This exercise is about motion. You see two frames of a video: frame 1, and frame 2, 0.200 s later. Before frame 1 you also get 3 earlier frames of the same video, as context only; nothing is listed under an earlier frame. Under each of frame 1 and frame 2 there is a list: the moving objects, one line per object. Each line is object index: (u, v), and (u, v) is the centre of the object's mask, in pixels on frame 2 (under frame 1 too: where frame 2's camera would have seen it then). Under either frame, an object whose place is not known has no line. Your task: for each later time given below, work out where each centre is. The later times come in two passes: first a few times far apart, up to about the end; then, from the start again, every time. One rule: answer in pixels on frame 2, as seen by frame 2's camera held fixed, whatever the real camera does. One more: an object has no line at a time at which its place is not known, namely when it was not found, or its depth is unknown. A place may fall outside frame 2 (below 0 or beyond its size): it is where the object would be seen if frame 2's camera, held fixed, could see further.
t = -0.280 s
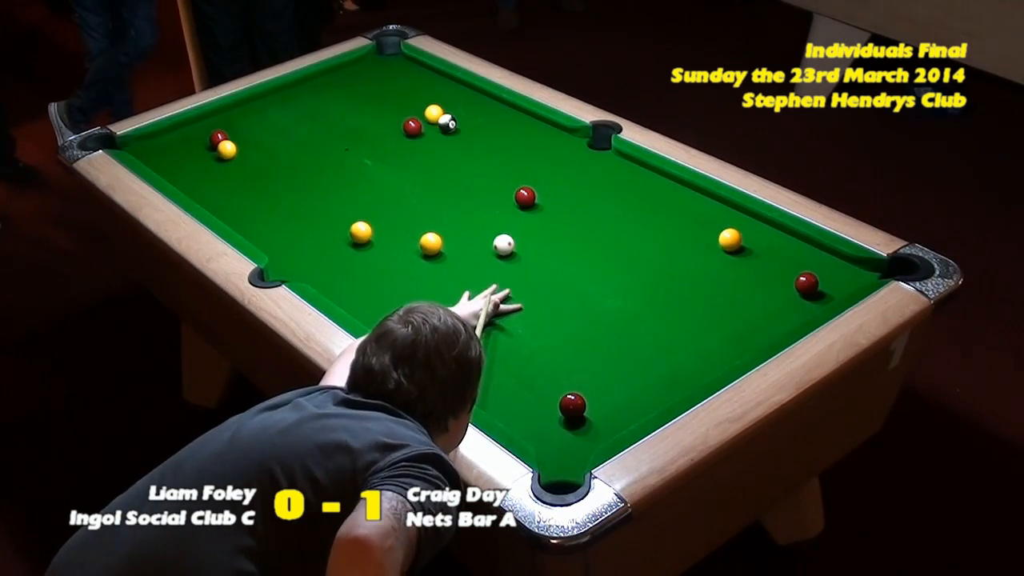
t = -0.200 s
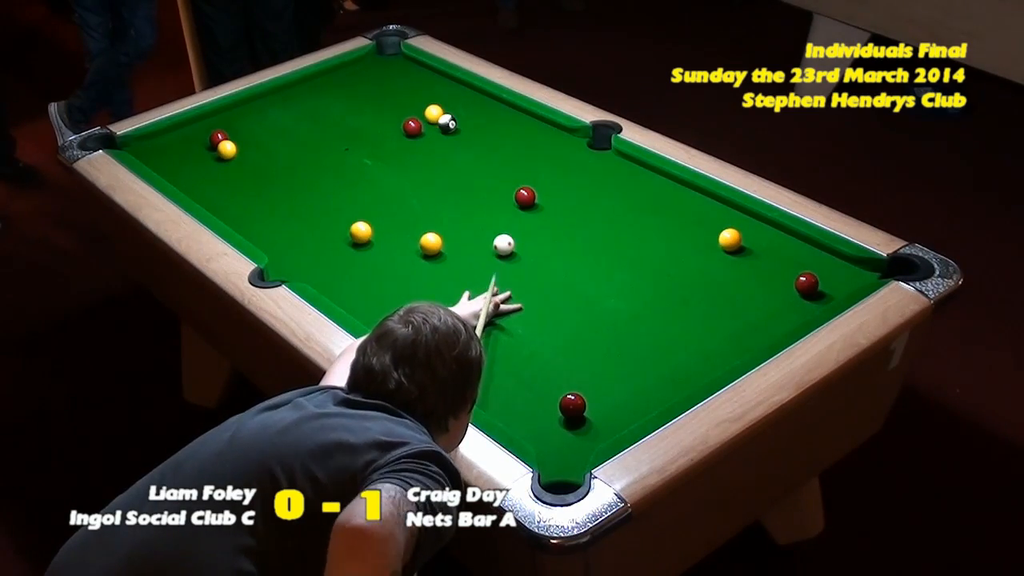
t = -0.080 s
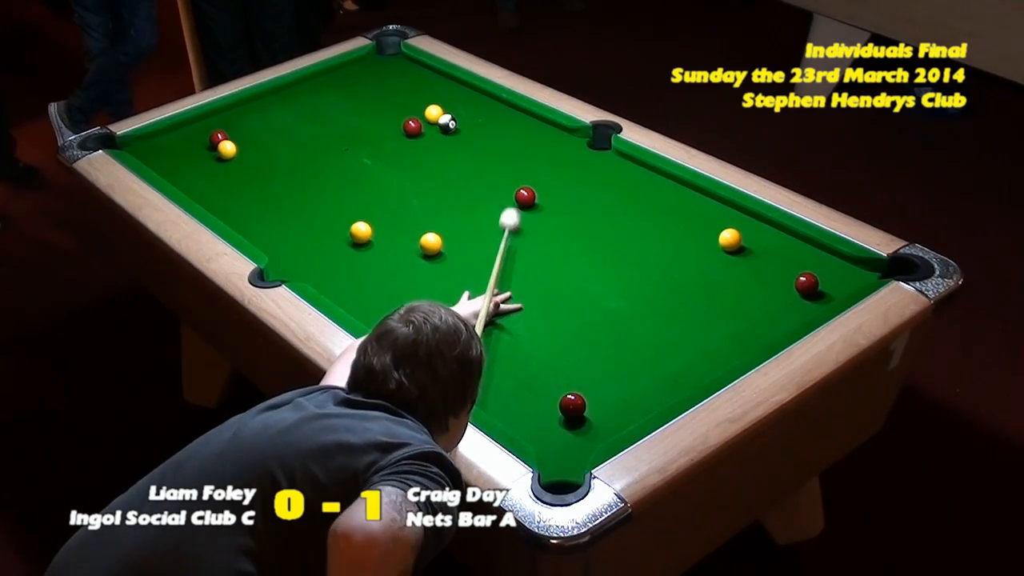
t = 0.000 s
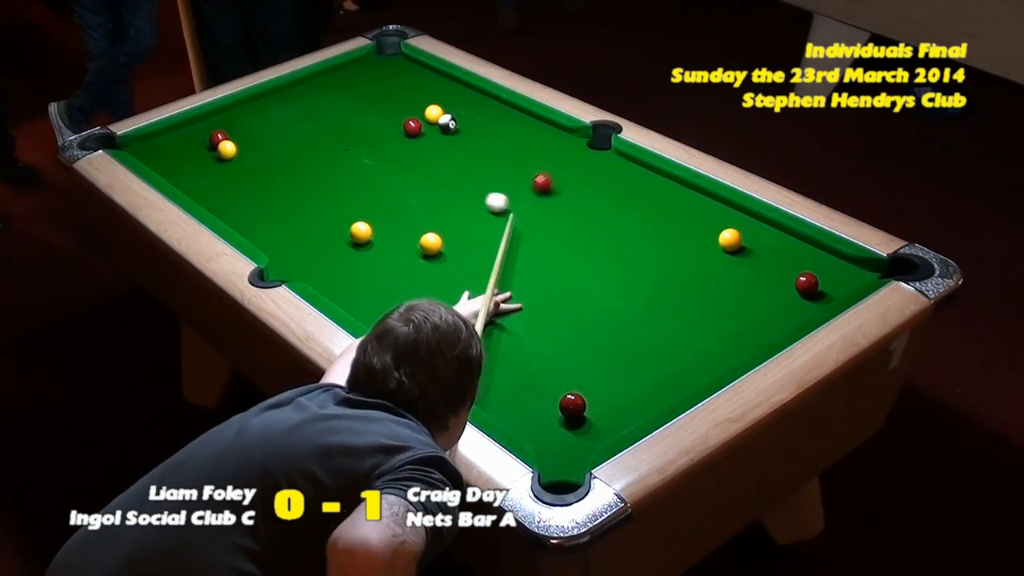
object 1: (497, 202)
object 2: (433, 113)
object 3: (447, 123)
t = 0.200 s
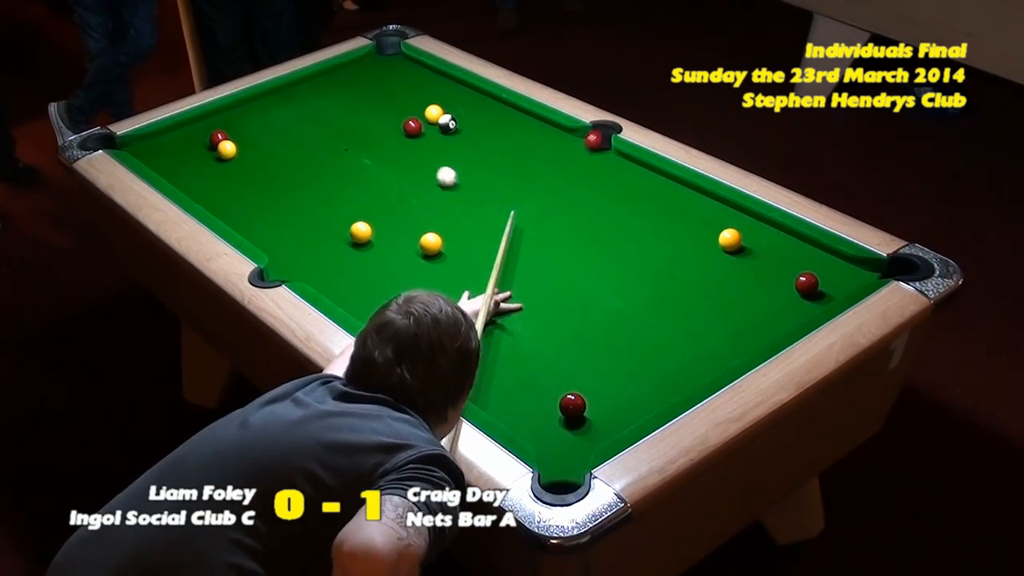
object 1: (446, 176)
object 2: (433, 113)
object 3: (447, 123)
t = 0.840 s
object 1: (334, 97)
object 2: (433, 113)
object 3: (447, 123)
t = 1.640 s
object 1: (392, 111)
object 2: (433, 113)
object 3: (447, 123)
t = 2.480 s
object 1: (431, 134)
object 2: (468, 105)
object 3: (456, 123)
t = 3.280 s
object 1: (435, 143)
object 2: (489, 99)
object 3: (459, 123)
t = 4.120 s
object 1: (436, 144)
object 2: (490, 98)
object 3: (460, 123)
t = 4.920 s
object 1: (436, 144)
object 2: (490, 98)
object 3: (459, 123)
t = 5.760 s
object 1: (436, 144)
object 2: (489, 98)
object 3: (459, 123)
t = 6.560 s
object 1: (436, 144)
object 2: (489, 98)
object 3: (459, 123)
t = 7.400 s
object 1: (436, 144)
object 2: (489, 98)
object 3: (459, 123)
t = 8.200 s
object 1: (436, 144)
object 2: (489, 98)
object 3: (459, 123)
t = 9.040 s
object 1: (436, 144)
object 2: (489, 98)
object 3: (459, 123)
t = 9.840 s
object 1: (436, 144)
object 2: (489, 98)
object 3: (459, 123)
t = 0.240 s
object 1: (438, 170)
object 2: (433, 113)
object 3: (447, 123)
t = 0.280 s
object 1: (430, 165)
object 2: (433, 113)
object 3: (447, 123)
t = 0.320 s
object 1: (422, 159)
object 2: (433, 113)
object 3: (447, 123)
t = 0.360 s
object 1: (414, 154)
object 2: (433, 113)
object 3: (447, 123)
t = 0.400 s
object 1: (407, 149)
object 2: (433, 113)
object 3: (447, 123)
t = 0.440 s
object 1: (399, 143)
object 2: (433, 113)
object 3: (447, 123)
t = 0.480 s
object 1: (392, 138)
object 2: (433, 113)
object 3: (447, 123)
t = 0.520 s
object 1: (385, 133)
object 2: (433, 113)
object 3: (447, 123)
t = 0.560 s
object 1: (378, 128)
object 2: (433, 113)
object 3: (447, 123)
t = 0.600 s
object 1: (372, 123)
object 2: (433, 113)
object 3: (447, 123)
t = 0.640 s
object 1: (365, 119)
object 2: (433, 113)
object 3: (447, 123)
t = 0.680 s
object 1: (359, 114)
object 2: (433, 113)
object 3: (447, 123)
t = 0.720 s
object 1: (352, 110)
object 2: (433, 113)
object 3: (447, 123)
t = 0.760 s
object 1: (346, 106)
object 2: (433, 113)
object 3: (447, 123)
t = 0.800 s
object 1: (340, 101)
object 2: (433, 113)
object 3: (447, 123)
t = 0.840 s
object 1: (334, 97)
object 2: (433, 113)
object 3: (447, 123)
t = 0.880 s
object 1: (328, 93)
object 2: (433, 113)
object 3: (447, 123)
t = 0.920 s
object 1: (322, 88)
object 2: (433, 113)
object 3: (447, 123)
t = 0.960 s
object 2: (433, 113)
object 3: (447, 123)
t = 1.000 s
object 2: (433, 113)
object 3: (447, 123)
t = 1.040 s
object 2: (433, 113)
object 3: (447, 123)
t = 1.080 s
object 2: (433, 113)
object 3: (447, 123)
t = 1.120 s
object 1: (324, 84)
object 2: (433, 113)
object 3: (447, 123)
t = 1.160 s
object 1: (326, 86)
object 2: (433, 113)
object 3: (447, 123)
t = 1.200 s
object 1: (332, 88)
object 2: (433, 113)
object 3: (447, 123)
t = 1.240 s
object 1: (337, 90)
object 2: (433, 113)
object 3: (447, 123)
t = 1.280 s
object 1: (343, 92)
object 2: (433, 113)
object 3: (447, 123)
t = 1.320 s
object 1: (348, 94)
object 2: (433, 113)
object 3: (447, 123)
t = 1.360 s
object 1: (354, 96)
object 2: (433, 113)
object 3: (447, 123)
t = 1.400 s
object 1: (359, 98)
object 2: (433, 113)
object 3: (447, 123)
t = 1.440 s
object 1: (365, 101)
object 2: (433, 113)
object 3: (447, 123)
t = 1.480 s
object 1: (370, 103)
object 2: (433, 113)
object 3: (447, 123)
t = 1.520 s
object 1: (375, 105)
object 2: (433, 113)
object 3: (447, 123)
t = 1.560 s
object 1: (381, 107)
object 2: (433, 113)
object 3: (447, 123)
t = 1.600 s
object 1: (387, 109)
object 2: (433, 113)
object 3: (447, 123)
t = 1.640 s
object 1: (392, 111)
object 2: (433, 113)
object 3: (447, 123)
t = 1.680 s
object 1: (397, 113)
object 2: (433, 113)
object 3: (447, 123)
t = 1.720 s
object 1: (402, 114)
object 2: (433, 113)
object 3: (447, 123)
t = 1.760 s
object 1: (408, 114)
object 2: (433, 113)
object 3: (447, 123)
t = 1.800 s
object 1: (415, 116)
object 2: (433, 113)
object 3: (447, 123)
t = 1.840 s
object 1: (419, 118)
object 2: (434, 112)
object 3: (447, 123)
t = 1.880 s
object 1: (421, 119)
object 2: (437, 112)
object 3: (447, 123)
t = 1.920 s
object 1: (423, 121)
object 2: (439, 110)
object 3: (447, 123)
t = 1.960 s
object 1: (424, 122)
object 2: (441, 110)
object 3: (447, 123)
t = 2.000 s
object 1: (426, 123)
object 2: (444, 109)
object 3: (447, 123)
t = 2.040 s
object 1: (428, 124)
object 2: (447, 108)
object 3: (446, 123)
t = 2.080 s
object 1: (429, 126)
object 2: (449, 108)
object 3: (447, 123)
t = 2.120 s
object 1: (429, 127)
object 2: (451, 108)
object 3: (449, 123)
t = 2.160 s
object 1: (429, 127)
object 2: (453, 107)
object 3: (450, 123)
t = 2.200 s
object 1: (429, 129)
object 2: (455, 107)
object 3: (451, 123)
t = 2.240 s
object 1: (430, 129)
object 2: (458, 107)
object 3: (452, 123)
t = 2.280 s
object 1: (430, 130)
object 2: (459, 106)
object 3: (452, 123)
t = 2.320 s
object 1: (430, 131)
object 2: (461, 106)
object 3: (453, 123)
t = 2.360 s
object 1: (430, 132)
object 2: (463, 106)
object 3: (454, 123)
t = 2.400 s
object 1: (431, 133)
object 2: (464, 106)
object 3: (455, 123)
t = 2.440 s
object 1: (431, 134)
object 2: (466, 105)
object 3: (455, 123)
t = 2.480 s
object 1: (431, 134)
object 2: (468, 105)
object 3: (456, 123)
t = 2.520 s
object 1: (432, 135)
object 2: (469, 104)
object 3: (457, 123)
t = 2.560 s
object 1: (432, 136)
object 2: (471, 104)
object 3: (457, 123)
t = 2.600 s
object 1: (432, 136)
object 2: (472, 104)
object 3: (458, 123)
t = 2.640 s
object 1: (432, 137)
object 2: (474, 103)
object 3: (458, 123)
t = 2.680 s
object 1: (432, 138)
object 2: (475, 103)
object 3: (458, 123)
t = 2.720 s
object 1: (432, 138)
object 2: (476, 103)
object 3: (458, 123)
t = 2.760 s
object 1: (433, 139)
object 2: (478, 102)
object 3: (459, 123)
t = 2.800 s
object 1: (433, 139)
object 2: (479, 102)
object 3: (459, 123)
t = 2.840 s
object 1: (433, 140)
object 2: (480, 102)
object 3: (459, 123)
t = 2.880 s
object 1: (433, 140)
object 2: (481, 101)
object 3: (460, 123)
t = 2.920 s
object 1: (433, 141)
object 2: (482, 101)
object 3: (460, 123)
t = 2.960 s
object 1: (434, 141)
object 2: (483, 101)
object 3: (460, 123)
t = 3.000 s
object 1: (434, 141)
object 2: (484, 101)
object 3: (460, 123)
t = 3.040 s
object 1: (434, 142)
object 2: (485, 100)
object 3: (460, 123)
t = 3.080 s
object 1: (434, 142)
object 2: (486, 100)
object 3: (460, 123)
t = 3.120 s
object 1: (434, 142)
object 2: (486, 100)
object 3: (460, 123)
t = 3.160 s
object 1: (434, 142)
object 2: (487, 100)
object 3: (459, 123)
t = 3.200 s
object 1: (435, 143)
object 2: (488, 99)
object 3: (460, 123)
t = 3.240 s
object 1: (435, 143)
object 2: (488, 99)
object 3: (460, 123)
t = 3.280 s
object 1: (435, 143)
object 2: (489, 99)
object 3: (459, 123)
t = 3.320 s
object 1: (435, 143)
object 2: (490, 99)
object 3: (459, 123)
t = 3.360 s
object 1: (435, 144)
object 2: (490, 99)
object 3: (459, 123)
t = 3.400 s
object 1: (435, 144)
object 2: (490, 98)
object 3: (459, 123)
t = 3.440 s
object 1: (436, 144)
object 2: (490, 98)
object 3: (459, 123)
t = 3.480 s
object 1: (436, 144)
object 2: (490, 98)
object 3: (460, 123)
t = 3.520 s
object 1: (436, 144)
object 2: (490, 99)
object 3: (460, 123)
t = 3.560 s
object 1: (436, 144)
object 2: (490, 99)
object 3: (460, 123)
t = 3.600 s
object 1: (436, 144)
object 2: (490, 99)
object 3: (460, 123)
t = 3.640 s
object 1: (436, 144)
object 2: (490, 99)
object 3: (460, 123)
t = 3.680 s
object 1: (436, 144)
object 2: (489, 99)
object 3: (460, 123)
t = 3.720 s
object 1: (436, 144)
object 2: (489, 99)
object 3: (459, 123)
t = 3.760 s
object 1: (436, 144)
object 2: (489, 99)
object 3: (459, 123)
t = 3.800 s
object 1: (436, 144)
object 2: (489, 99)
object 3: (459, 123)
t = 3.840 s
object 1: (436, 144)
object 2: (489, 98)
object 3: (459, 123)
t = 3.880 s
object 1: (436, 144)
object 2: (490, 98)
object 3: (459, 123)
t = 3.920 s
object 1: (436, 144)
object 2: (490, 98)
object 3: (459, 123)
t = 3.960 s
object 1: (436, 144)
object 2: (490, 98)
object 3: (459, 123)
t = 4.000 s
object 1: (436, 144)
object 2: (489, 99)
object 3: (459, 123)
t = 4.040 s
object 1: (436, 144)
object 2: (490, 98)
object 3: (459, 123)
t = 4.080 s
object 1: (436, 144)
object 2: (490, 98)
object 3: (460, 123)
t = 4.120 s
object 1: (436, 144)
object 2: (490, 98)
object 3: (460, 123)
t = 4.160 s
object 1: (436, 144)
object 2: (490, 98)
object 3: (460, 123)
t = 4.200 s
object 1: (436, 144)
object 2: (490, 98)
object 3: (460, 123)
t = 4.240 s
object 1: (436, 144)
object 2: (490, 98)
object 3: (460, 123)
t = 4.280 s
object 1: (436, 144)
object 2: (490, 98)
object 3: (460, 123)
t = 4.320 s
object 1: (436, 144)
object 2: (490, 98)
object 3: (459, 123)
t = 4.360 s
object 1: (436, 144)
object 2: (490, 98)
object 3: (459, 123)
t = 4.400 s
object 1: (436, 144)
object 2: (490, 98)
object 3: (459, 123)
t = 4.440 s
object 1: (436, 144)
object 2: (490, 98)
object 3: (459, 123)
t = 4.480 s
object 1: (436, 144)
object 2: (490, 98)
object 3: (460, 123)
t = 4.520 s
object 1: (436, 144)
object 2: (490, 98)
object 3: (460, 123)
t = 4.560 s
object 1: (436, 144)
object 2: (489, 98)
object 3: (460, 123)
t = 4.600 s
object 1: (436, 144)
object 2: (489, 98)
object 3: (460, 123)
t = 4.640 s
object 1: (436, 144)
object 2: (489, 98)
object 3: (460, 123)
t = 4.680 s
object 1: (436, 144)
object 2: (489, 98)
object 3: (460, 123)
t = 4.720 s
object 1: (436, 144)
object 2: (490, 98)
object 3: (460, 123)
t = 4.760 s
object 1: (436, 144)
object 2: (490, 98)
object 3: (460, 123)
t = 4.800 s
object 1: (436, 144)
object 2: (490, 98)
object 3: (460, 123)
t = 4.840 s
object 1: (436, 144)
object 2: (490, 98)
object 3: (460, 123)
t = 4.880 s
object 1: (436, 144)
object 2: (490, 98)
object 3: (459, 123)
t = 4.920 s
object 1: (436, 144)
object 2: (490, 98)
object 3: (459, 123)
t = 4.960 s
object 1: (436, 144)
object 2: (490, 98)
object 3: (459, 123)
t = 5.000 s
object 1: (436, 144)
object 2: (490, 98)
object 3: (459, 123)
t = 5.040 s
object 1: (436, 144)
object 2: (489, 98)
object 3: (459, 123)
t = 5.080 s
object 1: (436, 144)
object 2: (490, 98)
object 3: (459, 123)
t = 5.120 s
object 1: (436, 144)
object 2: (490, 98)
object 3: (459, 123)
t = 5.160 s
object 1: (436, 144)
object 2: (490, 98)
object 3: (459, 123)
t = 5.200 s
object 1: (436, 144)
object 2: (490, 98)
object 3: (459, 123)
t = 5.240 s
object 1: (436, 144)
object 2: (490, 98)
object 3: (459, 123)
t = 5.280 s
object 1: (436, 144)
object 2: (490, 98)
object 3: (459, 123)
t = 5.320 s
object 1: (436, 144)
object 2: (490, 98)
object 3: (459, 123)
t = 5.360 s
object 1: (436, 144)
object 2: (490, 98)
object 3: (459, 123)
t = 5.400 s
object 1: (436, 144)
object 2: (490, 98)
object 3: (459, 123)
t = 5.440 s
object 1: (436, 144)
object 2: (490, 98)
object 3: (459, 123)
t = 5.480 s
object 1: (436, 144)
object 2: (490, 98)
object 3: (459, 123)
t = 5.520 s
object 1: (436, 144)
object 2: (489, 98)
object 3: (459, 123)
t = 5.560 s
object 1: (436, 144)
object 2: (489, 98)
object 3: (459, 123)
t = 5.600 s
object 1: (436, 144)
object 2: (490, 98)
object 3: (459, 123)
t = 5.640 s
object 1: (436, 144)
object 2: (490, 98)
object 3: (459, 123)
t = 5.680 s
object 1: (436, 144)
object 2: (489, 98)
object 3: (459, 123)
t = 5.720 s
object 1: (436, 144)
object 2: (489, 98)
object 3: (459, 123)
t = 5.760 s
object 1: (436, 144)
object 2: (489, 98)
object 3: (459, 123)
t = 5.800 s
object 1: (436, 144)
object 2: (489, 98)
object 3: (459, 123)
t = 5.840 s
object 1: (436, 144)
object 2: (489, 98)
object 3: (459, 123)
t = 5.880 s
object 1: (436, 144)
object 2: (489, 98)
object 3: (459, 123)
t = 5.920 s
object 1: (436, 144)
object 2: (489, 98)
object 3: (459, 123)
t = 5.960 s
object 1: (436, 144)
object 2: (489, 98)
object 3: (459, 123)
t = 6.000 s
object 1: (436, 144)
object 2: (489, 98)
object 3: (459, 123)
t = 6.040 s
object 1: (436, 144)
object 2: (489, 98)
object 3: (459, 123)
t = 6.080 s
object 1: (436, 144)
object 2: (489, 98)
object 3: (459, 123)
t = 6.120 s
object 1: (436, 144)
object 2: (489, 98)
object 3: (459, 123)
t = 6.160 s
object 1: (436, 144)
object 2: (489, 98)
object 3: (459, 123)
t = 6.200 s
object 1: (436, 144)
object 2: (489, 98)
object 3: (459, 123)
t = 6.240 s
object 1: (436, 144)
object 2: (489, 98)
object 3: (459, 123)
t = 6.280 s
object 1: (436, 144)
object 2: (489, 98)
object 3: (459, 123)
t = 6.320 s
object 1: (436, 144)
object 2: (489, 98)
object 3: (459, 123)
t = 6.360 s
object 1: (436, 144)
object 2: (489, 98)
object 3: (459, 123)
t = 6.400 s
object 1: (436, 144)
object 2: (489, 98)
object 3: (459, 123)
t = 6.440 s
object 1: (436, 144)
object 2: (489, 98)
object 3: (459, 123)
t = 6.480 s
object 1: (436, 144)
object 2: (489, 98)
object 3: (459, 123)
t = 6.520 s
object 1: (436, 144)
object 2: (489, 98)
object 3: (459, 123)
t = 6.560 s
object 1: (436, 144)
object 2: (489, 98)
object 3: (459, 123)
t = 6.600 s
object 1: (436, 144)
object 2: (489, 98)
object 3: (459, 123)
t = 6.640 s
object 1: (436, 144)
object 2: (489, 98)
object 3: (459, 123)
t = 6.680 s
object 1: (436, 144)
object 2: (489, 98)
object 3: (459, 123)
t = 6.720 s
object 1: (436, 144)
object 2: (489, 98)
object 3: (459, 123)
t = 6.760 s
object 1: (436, 144)
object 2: (489, 98)
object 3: (459, 123)
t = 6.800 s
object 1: (436, 144)
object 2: (489, 98)
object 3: (459, 123)
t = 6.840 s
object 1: (436, 144)
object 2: (489, 98)
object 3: (459, 123)
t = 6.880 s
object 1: (436, 144)
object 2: (489, 98)
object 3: (459, 123)
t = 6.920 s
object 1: (436, 144)
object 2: (489, 98)
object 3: (459, 123)
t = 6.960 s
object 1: (436, 144)
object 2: (489, 98)
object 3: (460, 123)
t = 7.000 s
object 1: (436, 144)
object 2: (489, 98)
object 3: (460, 123)
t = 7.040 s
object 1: (436, 144)
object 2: (489, 98)
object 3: (459, 123)
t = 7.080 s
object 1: (436, 144)
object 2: (489, 98)
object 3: (459, 123)
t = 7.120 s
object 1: (436, 144)
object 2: (489, 98)
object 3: (459, 123)
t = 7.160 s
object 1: (436, 144)
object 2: (489, 98)
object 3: (459, 123)
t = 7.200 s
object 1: (436, 144)
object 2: (489, 98)
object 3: (459, 123)
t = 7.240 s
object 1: (436, 144)
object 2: (489, 98)
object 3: (459, 123)
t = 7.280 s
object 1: (436, 144)
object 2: (489, 98)
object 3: (459, 123)
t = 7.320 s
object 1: (436, 144)
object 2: (489, 98)
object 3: (459, 123)
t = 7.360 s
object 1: (436, 144)
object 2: (489, 98)
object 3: (459, 123)
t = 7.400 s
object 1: (436, 144)
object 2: (489, 98)
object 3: (459, 123)
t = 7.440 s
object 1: (436, 144)
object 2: (489, 98)
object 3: (459, 123)
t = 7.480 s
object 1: (436, 144)
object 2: (489, 98)
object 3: (459, 123)
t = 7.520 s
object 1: (436, 144)
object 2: (489, 98)
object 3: (459, 123)
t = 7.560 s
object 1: (436, 144)
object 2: (489, 98)
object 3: (459, 123)
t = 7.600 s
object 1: (436, 144)
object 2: (489, 98)
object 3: (459, 123)
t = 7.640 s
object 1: (436, 144)
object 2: (489, 98)
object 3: (459, 123)
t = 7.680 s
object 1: (436, 144)
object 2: (489, 98)
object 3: (459, 123)
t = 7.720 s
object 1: (436, 144)
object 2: (489, 98)
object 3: (459, 123)
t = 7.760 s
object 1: (436, 144)
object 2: (489, 98)
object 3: (459, 123)
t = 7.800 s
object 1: (436, 144)
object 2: (489, 98)
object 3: (459, 123)
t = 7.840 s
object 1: (436, 144)
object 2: (489, 98)
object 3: (459, 123)
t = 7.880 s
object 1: (436, 144)
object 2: (489, 98)
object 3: (459, 123)
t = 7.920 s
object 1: (436, 144)
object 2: (489, 98)
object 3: (459, 123)
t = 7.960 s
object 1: (436, 144)
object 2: (489, 98)
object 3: (459, 123)
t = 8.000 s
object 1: (436, 144)
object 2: (489, 98)
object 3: (459, 123)
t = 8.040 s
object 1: (436, 144)
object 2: (489, 98)
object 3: (459, 123)
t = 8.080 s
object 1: (436, 144)
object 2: (489, 98)
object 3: (459, 123)
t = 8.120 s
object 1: (436, 144)
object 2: (489, 98)
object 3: (459, 123)
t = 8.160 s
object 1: (436, 144)
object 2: (489, 98)
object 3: (459, 123)
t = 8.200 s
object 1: (436, 144)
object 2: (489, 98)
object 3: (459, 123)
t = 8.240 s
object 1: (436, 144)
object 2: (489, 98)
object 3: (459, 123)
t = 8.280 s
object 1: (436, 144)
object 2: (489, 98)
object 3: (459, 123)
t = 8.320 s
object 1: (436, 144)
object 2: (489, 98)
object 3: (459, 123)
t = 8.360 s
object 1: (436, 144)
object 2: (489, 98)
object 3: (459, 123)
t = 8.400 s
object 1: (436, 144)
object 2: (489, 98)
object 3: (459, 123)
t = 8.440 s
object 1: (436, 144)
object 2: (489, 98)
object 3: (459, 123)
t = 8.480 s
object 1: (436, 144)
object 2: (489, 98)
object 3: (459, 123)
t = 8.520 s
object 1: (436, 144)
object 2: (489, 98)
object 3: (459, 123)
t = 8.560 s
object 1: (436, 144)
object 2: (489, 98)
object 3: (459, 123)
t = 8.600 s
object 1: (436, 144)
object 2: (489, 98)
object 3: (459, 123)
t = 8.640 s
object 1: (436, 144)
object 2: (489, 98)
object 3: (459, 123)
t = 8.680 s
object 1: (436, 144)
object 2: (489, 98)
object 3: (459, 123)
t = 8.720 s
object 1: (436, 144)
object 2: (489, 98)
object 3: (460, 123)
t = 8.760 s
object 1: (436, 144)
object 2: (489, 98)
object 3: (460, 123)
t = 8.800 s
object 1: (436, 144)
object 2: (490, 98)
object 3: (459, 123)
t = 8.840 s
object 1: (436, 144)
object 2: (490, 98)
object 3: (459, 123)
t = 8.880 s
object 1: (436, 144)
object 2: (490, 98)
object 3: (459, 123)
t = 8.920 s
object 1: (436, 144)
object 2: (489, 98)
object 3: (459, 123)
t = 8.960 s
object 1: (436, 144)
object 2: (489, 98)
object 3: (459, 123)
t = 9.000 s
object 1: (436, 144)
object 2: (489, 98)
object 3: (459, 123)
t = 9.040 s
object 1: (436, 144)
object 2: (489, 98)
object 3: (459, 123)
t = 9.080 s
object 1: (436, 144)
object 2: (489, 98)
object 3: (459, 123)
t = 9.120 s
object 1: (436, 144)
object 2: (489, 98)
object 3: (459, 123)
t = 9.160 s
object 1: (436, 144)
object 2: (489, 98)
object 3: (459, 123)
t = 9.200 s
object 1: (436, 144)
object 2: (489, 98)
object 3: (459, 123)
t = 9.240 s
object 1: (436, 144)
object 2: (489, 98)
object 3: (459, 123)
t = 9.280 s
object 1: (436, 144)
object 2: (489, 98)
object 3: (459, 123)
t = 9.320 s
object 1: (436, 144)
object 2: (489, 98)
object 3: (459, 123)
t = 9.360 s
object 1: (436, 144)
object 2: (489, 98)
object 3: (459, 123)
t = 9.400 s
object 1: (436, 144)
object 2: (489, 98)
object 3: (459, 123)
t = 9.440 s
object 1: (436, 144)
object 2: (489, 98)
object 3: (459, 123)
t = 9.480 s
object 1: (436, 144)
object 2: (489, 98)
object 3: (459, 123)
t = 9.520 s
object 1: (436, 144)
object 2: (489, 98)
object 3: (459, 123)
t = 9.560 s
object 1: (436, 144)
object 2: (489, 98)
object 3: (459, 123)
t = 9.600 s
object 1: (436, 144)
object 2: (489, 98)
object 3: (459, 123)
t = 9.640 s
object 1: (436, 144)
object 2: (489, 98)
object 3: (459, 123)
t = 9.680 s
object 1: (436, 144)
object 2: (489, 98)
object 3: (459, 123)
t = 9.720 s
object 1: (436, 144)
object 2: (489, 98)
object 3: (459, 123)
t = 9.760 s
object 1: (436, 144)
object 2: (489, 98)
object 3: (459, 123)
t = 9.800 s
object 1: (436, 144)
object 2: (489, 98)
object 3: (459, 123)
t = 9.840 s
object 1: (436, 144)
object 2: (489, 98)
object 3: (459, 123)
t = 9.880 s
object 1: (436, 144)
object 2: (489, 98)
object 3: (460, 123)
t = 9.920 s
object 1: (436, 144)
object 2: (489, 98)
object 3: (459, 123)
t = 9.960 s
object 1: (436, 144)
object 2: (489, 98)
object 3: (460, 123)
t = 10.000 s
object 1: (436, 144)
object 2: (489, 98)
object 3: (459, 123)
